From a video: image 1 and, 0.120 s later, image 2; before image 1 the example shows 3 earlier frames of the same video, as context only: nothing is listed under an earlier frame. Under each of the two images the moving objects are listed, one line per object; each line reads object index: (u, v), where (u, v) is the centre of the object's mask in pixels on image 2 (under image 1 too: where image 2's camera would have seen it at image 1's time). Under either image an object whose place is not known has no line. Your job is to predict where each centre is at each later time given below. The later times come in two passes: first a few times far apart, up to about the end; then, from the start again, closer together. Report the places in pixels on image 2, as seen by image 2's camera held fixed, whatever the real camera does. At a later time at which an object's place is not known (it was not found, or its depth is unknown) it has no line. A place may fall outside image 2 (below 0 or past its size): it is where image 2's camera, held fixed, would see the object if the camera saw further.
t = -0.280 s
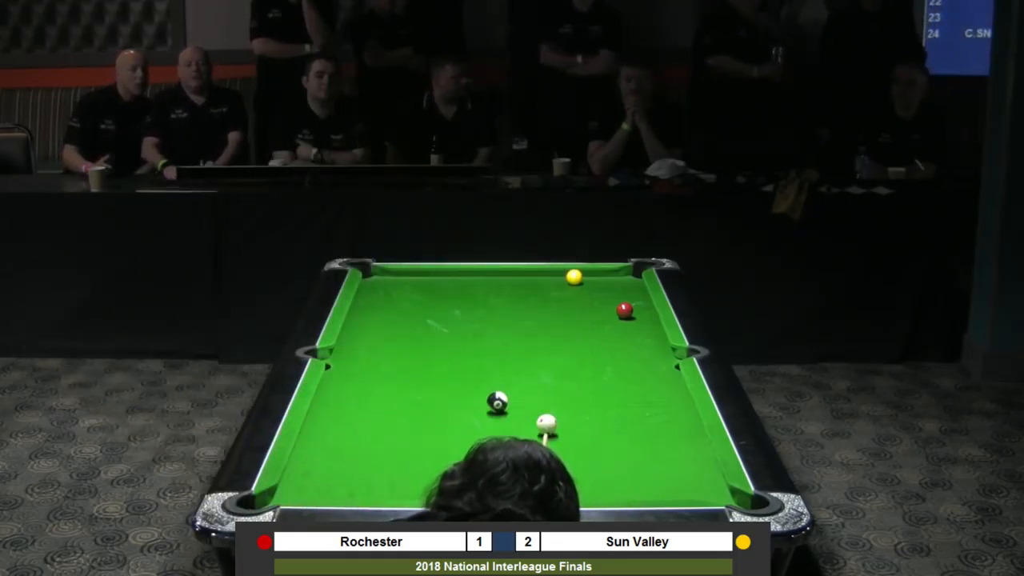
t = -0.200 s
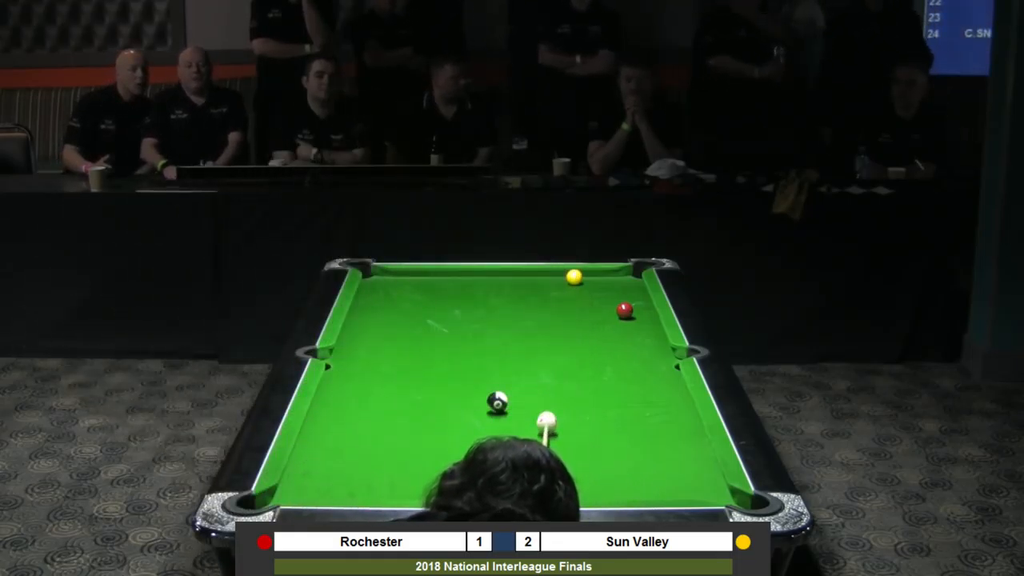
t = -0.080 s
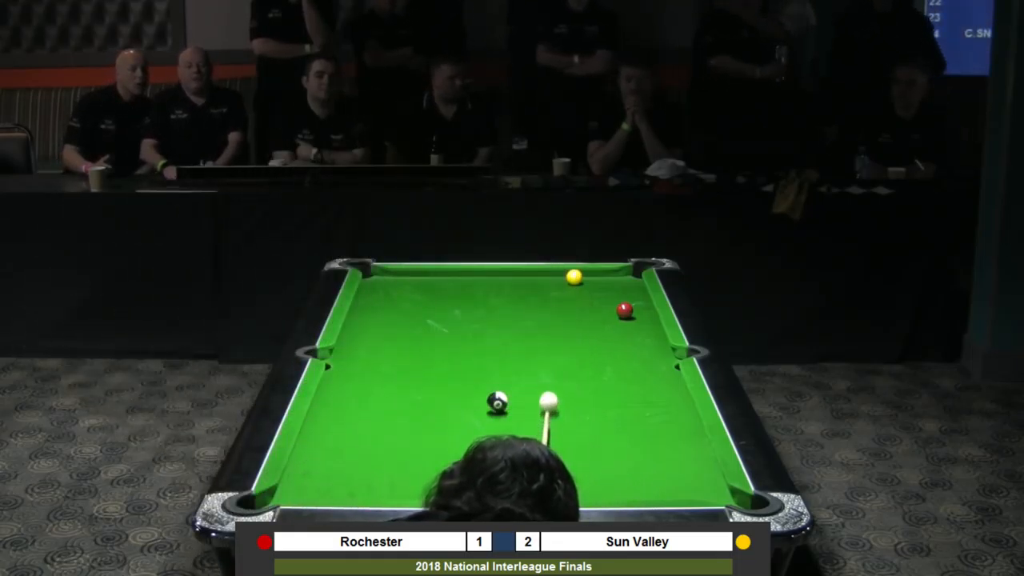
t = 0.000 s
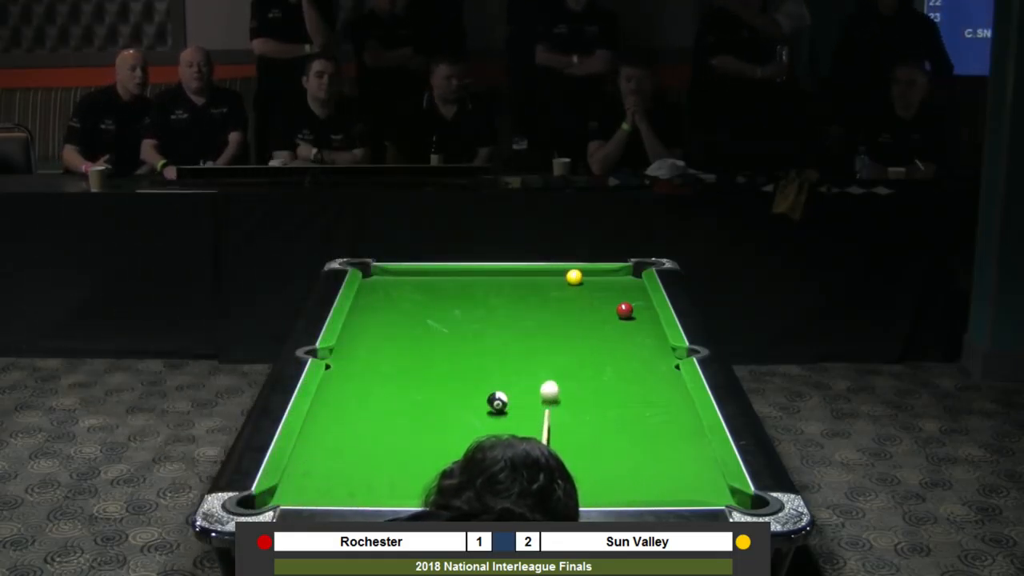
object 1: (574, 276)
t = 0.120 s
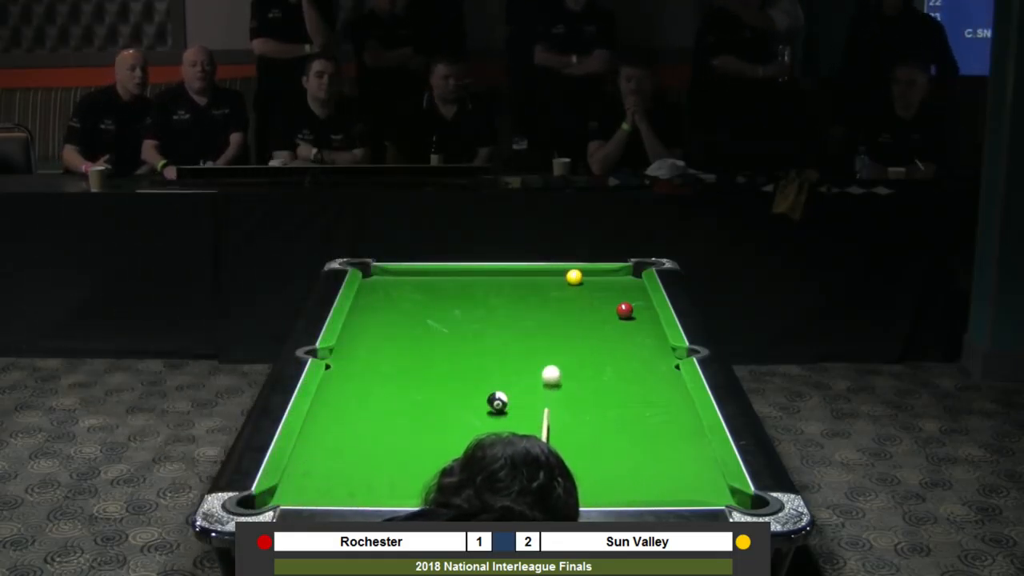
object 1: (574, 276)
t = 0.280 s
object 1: (574, 276)
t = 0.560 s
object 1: (574, 276)
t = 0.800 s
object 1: (574, 277)
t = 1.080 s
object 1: (574, 276)
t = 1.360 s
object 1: (588, 274)
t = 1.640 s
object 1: (604, 271)
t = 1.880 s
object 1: (614, 272)
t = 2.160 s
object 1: (623, 274)
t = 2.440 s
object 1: (630, 275)
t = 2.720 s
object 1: (634, 276)
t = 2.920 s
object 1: (639, 276)
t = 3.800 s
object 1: (632, 276)
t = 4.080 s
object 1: (632, 276)
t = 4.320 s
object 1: (632, 276)
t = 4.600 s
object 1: (632, 276)
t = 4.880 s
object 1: (632, 276)
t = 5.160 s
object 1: (632, 276)
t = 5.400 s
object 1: (632, 276)
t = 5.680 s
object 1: (632, 276)
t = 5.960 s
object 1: (632, 276)
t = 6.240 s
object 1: (632, 276)
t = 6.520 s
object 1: (632, 276)
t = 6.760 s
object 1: (632, 276)
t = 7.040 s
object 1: (632, 276)
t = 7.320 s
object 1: (632, 276)
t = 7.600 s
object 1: (632, 276)
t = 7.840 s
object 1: (632, 276)
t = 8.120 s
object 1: (632, 276)
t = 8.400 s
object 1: (632, 276)
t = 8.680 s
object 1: (632, 276)
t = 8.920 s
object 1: (632, 276)
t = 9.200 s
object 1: (632, 276)
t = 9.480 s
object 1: (632, 276)
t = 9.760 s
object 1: (632, 276)
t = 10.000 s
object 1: (632, 276)
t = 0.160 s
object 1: (574, 276)
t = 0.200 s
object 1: (574, 276)
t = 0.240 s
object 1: (574, 276)
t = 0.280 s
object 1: (574, 276)
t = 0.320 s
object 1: (574, 276)
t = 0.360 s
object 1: (574, 276)
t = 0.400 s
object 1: (574, 276)
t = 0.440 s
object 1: (574, 276)
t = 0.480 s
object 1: (574, 276)
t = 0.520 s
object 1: (574, 276)
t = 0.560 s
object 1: (574, 276)
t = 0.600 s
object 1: (574, 276)
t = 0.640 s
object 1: (574, 277)
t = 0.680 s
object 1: (574, 277)
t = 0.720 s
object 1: (574, 277)
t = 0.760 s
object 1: (574, 277)
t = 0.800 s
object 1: (574, 277)
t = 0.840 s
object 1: (574, 277)
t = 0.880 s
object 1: (574, 277)
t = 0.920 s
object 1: (574, 277)
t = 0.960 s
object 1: (574, 277)
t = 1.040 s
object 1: (574, 277)
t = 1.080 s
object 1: (574, 276)
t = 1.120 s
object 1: (574, 276)
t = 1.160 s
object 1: (575, 276)
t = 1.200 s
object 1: (577, 276)
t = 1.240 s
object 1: (580, 275)
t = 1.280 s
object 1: (583, 275)
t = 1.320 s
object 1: (585, 274)
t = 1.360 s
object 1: (588, 274)
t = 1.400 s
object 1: (590, 274)
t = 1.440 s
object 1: (592, 273)
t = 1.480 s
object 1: (595, 273)
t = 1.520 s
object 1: (597, 273)
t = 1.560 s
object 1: (599, 272)
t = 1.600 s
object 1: (602, 272)
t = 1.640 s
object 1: (604, 271)
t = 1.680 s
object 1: (606, 272)
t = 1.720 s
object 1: (607, 272)
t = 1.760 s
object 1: (609, 272)
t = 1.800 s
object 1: (611, 272)
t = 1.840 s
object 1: (612, 272)
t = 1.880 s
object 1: (614, 272)
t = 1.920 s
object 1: (615, 273)
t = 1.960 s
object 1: (616, 273)
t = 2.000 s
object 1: (618, 273)
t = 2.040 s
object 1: (619, 273)
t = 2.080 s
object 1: (621, 273)
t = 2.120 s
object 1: (622, 274)
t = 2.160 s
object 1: (623, 274)
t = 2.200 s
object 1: (624, 274)
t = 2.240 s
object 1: (625, 274)
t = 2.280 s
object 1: (626, 274)
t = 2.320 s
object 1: (627, 274)
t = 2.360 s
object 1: (628, 275)
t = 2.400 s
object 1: (629, 275)
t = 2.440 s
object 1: (630, 275)
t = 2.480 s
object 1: (631, 275)
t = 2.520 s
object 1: (632, 275)
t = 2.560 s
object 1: (632, 275)
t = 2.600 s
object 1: (633, 275)
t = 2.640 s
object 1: (633, 275)
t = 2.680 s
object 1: (633, 275)
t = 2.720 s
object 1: (634, 276)
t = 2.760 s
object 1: (634, 276)
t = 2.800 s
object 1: (634, 276)
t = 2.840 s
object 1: (634, 276)
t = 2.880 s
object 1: (636, 275)
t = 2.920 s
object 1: (639, 276)
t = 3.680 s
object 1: (631, 276)
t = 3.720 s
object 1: (632, 276)
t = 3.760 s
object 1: (632, 276)
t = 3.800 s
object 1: (632, 276)
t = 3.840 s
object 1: (632, 276)
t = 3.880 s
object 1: (632, 276)
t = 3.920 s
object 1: (632, 276)
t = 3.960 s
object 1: (632, 276)
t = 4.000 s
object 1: (632, 276)
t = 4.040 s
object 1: (632, 276)
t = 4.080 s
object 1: (632, 276)
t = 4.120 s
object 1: (632, 276)
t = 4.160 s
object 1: (632, 276)
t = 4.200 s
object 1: (632, 276)
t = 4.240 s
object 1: (632, 276)
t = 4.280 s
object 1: (632, 276)
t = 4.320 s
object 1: (632, 276)
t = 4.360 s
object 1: (632, 276)
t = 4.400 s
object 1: (632, 276)
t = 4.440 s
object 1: (632, 276)
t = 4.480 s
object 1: (632, 276)
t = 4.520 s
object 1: (632, 276)
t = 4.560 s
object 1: (632, 276)
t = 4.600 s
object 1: (632, 276)
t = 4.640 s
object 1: (632, 276)
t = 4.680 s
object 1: (632, 276)
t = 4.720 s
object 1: (632, 276)
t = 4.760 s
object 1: (632, 276)
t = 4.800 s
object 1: (632, 276)
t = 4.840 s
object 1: (632, 276)
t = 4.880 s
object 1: (632, 276)
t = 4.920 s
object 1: (632, 276)
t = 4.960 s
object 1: (632, 276)
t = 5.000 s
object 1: (632, 276)
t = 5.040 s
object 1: (632, 276)
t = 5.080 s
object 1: (632, 276)
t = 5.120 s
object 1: (632, 276)
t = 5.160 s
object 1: (632, 276)
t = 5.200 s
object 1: (632, 276)
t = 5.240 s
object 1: (632, 276)
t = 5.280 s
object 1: (632, 276)
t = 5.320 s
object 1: (632, 276)
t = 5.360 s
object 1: (632, 276)
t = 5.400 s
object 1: (632, 276)
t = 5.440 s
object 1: (632, 276)
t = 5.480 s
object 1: (632, 276)
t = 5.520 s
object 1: (632, 276)
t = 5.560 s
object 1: (632, 276)
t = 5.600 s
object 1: (632, 276)
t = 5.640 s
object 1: (632, 276)
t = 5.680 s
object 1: (632, 276)
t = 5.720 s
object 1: (632, 276)
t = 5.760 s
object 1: (632, 276)
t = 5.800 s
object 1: (632, 276)
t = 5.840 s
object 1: (632, 276)
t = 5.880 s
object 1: (632, 276)
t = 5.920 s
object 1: (632, 276)
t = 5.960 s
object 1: (632, 276)
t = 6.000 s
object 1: (632, 276)
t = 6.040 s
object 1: (632, 276)
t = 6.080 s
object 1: (632, 276)
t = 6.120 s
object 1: (632, 276)
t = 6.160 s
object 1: (632, 276)
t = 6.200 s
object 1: (632, 276)
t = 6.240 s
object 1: (632, 276)
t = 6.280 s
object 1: (632, 276)
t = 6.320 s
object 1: (632, 276)
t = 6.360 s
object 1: (632, 276)
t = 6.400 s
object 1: (632, 276)
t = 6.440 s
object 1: (632, 276)
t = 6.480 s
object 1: (632, 276)
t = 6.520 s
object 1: (632, 276)
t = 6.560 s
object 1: (632, 276)
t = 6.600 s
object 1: (632, 276)
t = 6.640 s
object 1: (632, 276)
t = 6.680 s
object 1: (632, 276)
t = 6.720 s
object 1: (632, 276)
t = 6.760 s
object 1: (632, 276)
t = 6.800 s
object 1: (632, 276)
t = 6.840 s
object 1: (632, 276)
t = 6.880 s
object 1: (632, 276)
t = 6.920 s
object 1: (632, 276)
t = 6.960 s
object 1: (632, 276)
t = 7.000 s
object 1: (632, 276)
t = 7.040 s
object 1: (632, 276)
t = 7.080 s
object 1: (632, 276)
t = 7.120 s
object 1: (632, 276)
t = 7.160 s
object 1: (632, 276)
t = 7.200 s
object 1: (632, 276)
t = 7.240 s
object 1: (632, 276)
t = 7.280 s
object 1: (632, 276)
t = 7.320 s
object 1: (632, 276)
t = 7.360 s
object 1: (632, 276)
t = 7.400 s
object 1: (632, 276)
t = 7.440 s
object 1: (632, 276)
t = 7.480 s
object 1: (632, 276)
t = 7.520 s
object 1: (632, 276)
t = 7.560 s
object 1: (632, 276)
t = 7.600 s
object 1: (632, 276)
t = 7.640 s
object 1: (632, 276)
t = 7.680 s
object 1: (632, 276)
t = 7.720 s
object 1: (632, 276)
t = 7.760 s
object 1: (632, 276)
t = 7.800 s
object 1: (632, 276)
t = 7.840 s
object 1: (632, 276)
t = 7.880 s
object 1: (632, 276)
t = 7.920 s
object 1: (632, 276)
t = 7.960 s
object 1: (632, 276)
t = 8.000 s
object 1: (632, 276)
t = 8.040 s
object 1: (632, 276)
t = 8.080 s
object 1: (632, 276)
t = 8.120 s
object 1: (632, 276)
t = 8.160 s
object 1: (632, 276)
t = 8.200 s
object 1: (632, 276)
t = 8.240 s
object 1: (632, 276)
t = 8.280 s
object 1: (632, 276)
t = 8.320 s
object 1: (632, 276)
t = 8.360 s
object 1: (632, 276)
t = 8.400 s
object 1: (632, 276)
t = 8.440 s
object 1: (632, 276)
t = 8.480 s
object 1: (632, 276)
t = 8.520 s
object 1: (632, 276)
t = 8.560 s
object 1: (632, 276)
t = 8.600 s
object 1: (632, 276)
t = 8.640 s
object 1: (632, 276)
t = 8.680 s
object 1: (632, 276)
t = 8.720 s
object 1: (632, 276)
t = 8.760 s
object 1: (632, 276)
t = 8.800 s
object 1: (632, 276)
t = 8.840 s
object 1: (632, 276)
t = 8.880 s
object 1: (632, 276)
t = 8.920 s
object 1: (632, 276)
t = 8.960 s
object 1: (632, 276)
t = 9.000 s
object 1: (632, 276)
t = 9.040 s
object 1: (632, 276)
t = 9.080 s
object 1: (632, 276)
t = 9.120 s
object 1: (632, 276)
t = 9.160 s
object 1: (632, 276)
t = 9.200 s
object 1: (632, 276)
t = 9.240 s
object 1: (632, 276)
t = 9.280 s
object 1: (632, 276)
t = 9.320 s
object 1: (632, 276)
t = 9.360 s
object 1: (632, 276)
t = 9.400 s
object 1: (632, 276)
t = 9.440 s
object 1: (632, 276)
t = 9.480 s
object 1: (632, 276)
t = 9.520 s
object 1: (632, 276)
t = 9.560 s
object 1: (632, 276)
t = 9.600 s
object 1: (632, 276)
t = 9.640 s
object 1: (632, 276)
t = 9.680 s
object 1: (632, 276)
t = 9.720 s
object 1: (632, 276)
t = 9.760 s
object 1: (632, 276)
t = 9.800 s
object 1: (632, 276)
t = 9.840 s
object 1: (632, 276)
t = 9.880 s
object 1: (632, 276)
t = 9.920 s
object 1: (632, 276)
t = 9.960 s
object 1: (632, 276)
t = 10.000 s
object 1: (632, 276)
